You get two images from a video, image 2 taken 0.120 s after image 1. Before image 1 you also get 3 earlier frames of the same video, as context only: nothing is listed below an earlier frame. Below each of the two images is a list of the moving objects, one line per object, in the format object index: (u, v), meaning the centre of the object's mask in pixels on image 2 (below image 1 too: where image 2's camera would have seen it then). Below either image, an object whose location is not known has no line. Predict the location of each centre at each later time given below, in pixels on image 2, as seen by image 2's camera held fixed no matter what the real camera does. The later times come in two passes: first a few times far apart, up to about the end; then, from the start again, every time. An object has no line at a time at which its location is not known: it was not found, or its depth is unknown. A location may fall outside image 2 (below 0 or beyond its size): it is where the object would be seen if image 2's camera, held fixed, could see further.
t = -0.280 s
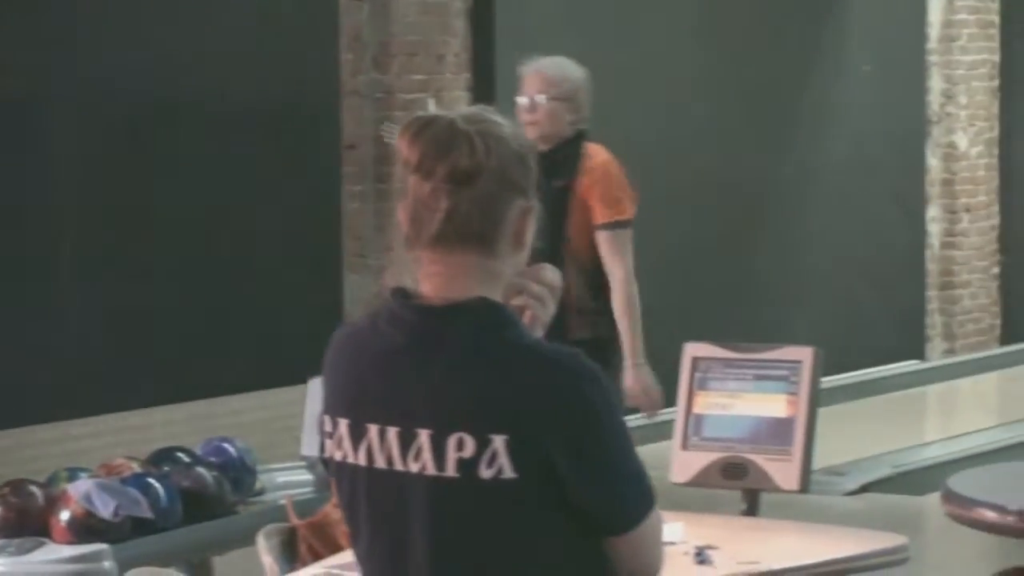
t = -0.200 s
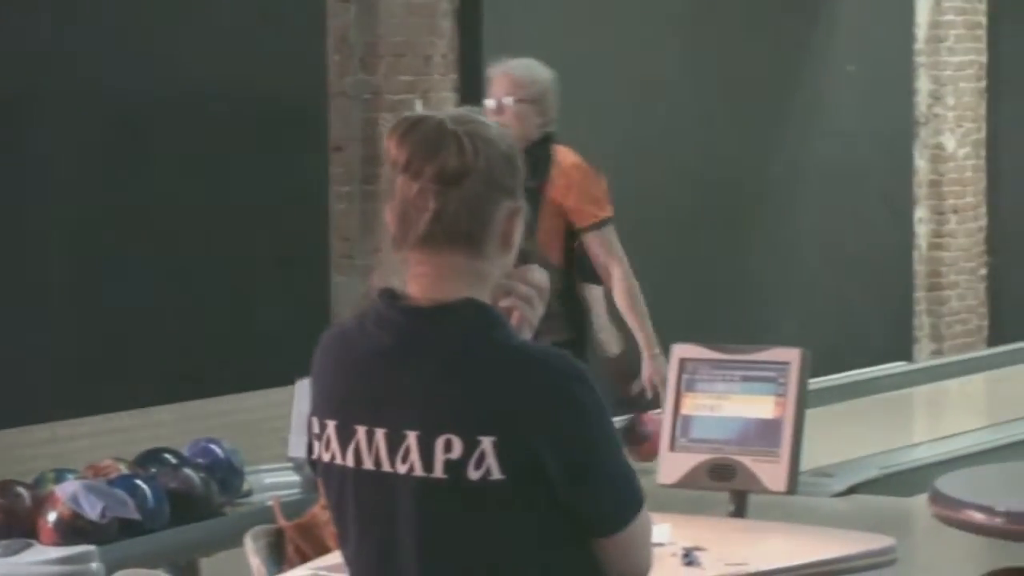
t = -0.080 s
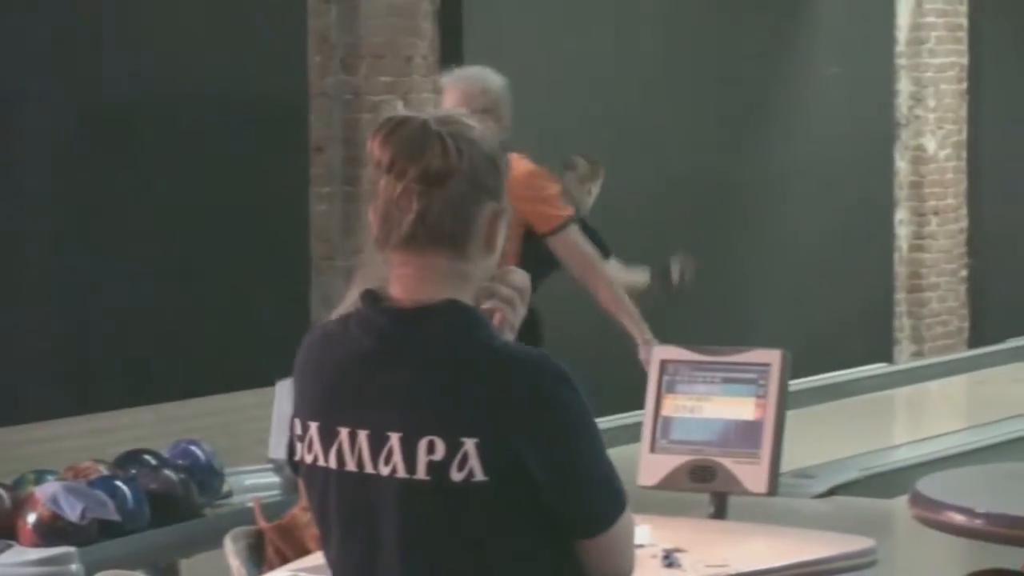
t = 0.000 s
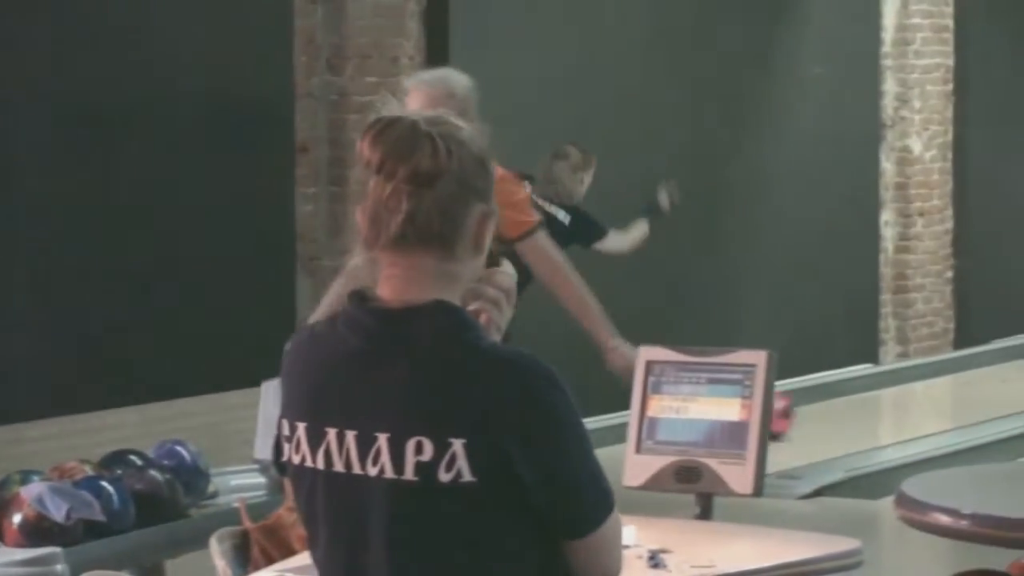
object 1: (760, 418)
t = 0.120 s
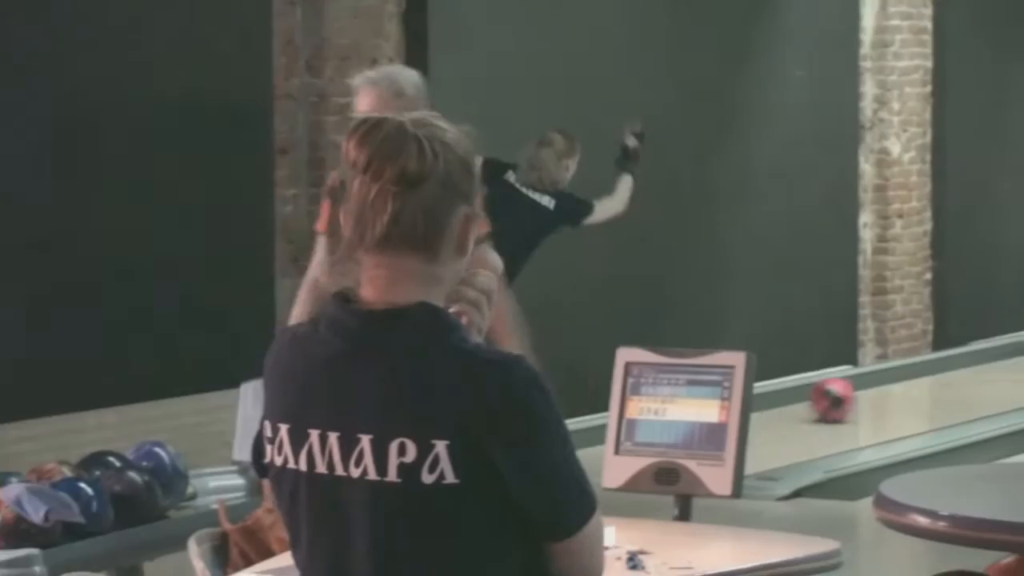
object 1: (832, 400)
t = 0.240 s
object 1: (908, 385)
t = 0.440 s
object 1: (1021, 361)
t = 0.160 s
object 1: (858, 395)
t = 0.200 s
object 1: (883, 390)
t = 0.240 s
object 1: (908, 385)
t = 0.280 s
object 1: (932, 379)
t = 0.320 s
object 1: (955, 375)
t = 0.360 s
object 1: (978, 369)
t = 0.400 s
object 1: (999, 365)
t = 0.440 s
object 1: (1021, 361)
